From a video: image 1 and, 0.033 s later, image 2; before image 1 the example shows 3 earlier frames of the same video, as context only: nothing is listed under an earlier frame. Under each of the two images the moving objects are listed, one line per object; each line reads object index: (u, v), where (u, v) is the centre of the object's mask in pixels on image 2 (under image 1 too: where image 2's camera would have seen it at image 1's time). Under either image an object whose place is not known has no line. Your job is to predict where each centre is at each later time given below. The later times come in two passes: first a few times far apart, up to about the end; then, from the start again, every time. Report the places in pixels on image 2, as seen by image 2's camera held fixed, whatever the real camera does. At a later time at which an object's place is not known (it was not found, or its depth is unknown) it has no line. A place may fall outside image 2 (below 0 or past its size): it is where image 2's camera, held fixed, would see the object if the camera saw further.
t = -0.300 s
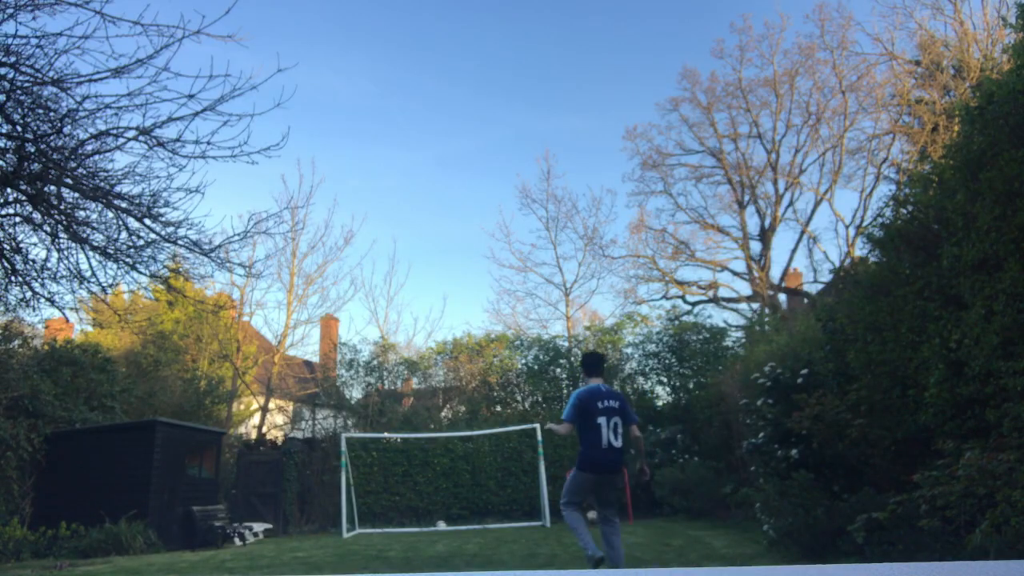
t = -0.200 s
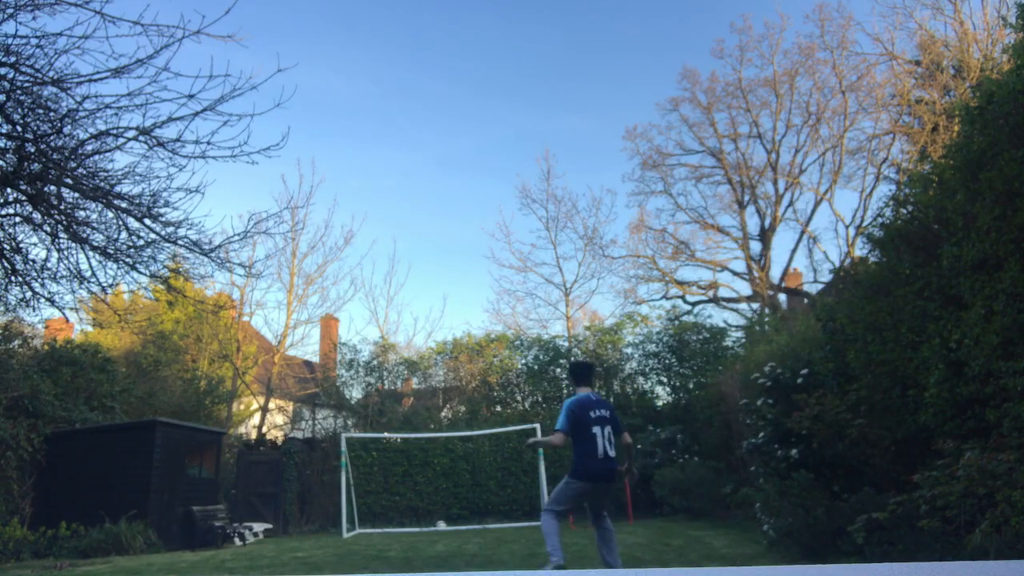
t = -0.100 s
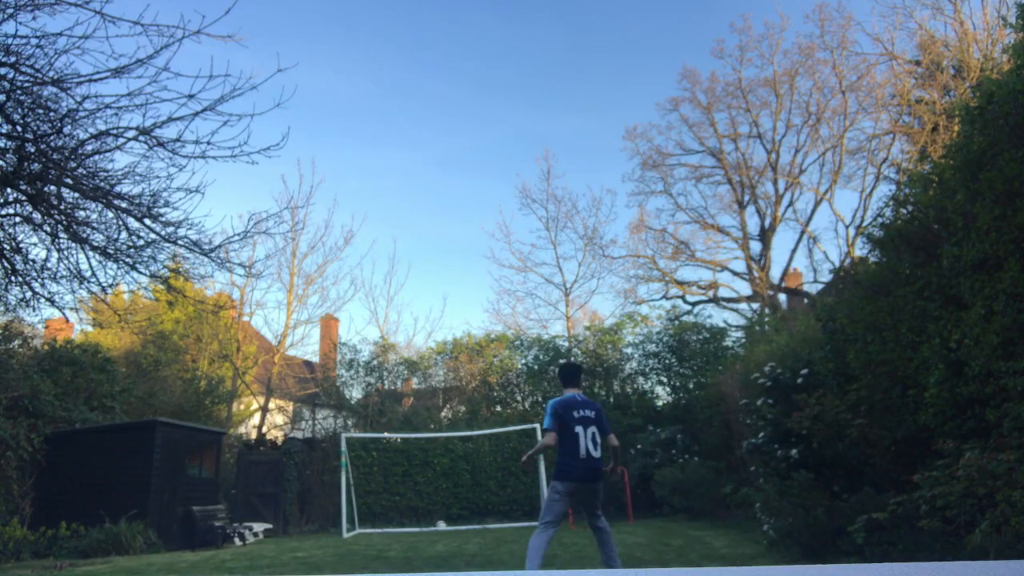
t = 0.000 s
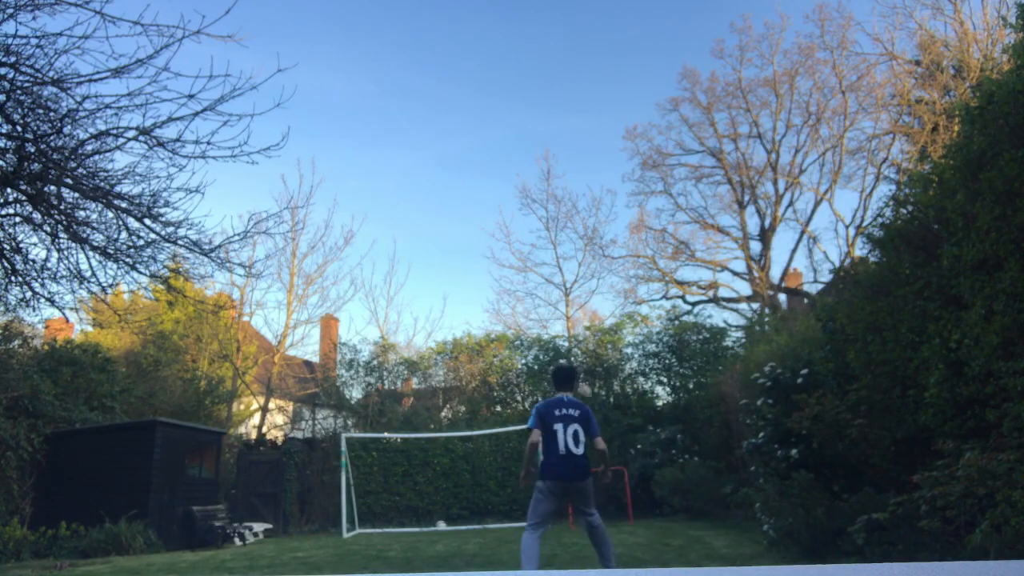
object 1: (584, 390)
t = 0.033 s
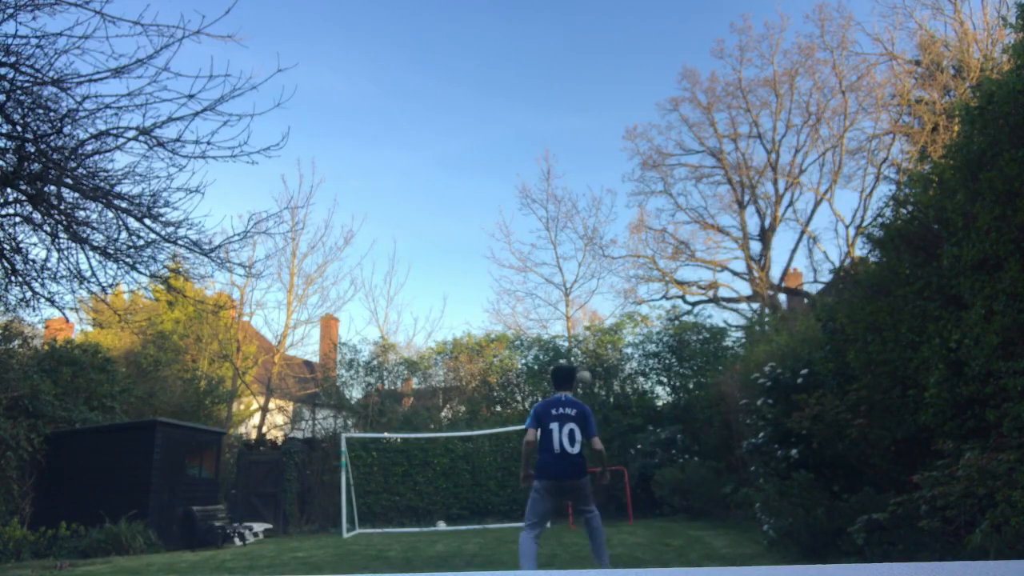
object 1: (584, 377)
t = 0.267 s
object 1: (582, 287)
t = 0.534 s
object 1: (580, 214)
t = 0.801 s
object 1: (580, 180)
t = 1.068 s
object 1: (584, 199)
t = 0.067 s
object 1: (583, 361)
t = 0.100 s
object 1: (584, 347)
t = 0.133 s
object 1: (582, 336)
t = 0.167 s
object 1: (583, 323)
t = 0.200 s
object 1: (582, 310)
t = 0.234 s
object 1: (582, 298)
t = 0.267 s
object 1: (582, 287)
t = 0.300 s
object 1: (582, 276)
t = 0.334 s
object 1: (581, 265)
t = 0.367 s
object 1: (581, 256)
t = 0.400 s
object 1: (581, 246)
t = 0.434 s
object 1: (581, 237)
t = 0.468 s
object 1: (581, 229)
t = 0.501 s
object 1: (580, 221)
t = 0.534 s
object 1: (580, 214)
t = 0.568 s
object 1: (580, 208)
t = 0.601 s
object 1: (580, 201)
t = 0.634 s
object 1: (580, 196)
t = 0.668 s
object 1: (580, 191)
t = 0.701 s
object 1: (580, 187)
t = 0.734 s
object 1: (580, 184)
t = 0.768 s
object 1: (580, 182)
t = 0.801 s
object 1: (580, 180)
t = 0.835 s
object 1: (581, 179)
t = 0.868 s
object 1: (581, 179)
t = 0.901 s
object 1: (581, 180)
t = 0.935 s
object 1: (581, 182)
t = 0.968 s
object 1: (582, 185)
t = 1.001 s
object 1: (583, 188)
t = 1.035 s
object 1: (583, 193)
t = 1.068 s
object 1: (584, 199)
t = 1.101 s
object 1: (584, 207)
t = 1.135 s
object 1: (585, 216)
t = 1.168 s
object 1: (586, 226)
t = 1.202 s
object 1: (587, 238)
